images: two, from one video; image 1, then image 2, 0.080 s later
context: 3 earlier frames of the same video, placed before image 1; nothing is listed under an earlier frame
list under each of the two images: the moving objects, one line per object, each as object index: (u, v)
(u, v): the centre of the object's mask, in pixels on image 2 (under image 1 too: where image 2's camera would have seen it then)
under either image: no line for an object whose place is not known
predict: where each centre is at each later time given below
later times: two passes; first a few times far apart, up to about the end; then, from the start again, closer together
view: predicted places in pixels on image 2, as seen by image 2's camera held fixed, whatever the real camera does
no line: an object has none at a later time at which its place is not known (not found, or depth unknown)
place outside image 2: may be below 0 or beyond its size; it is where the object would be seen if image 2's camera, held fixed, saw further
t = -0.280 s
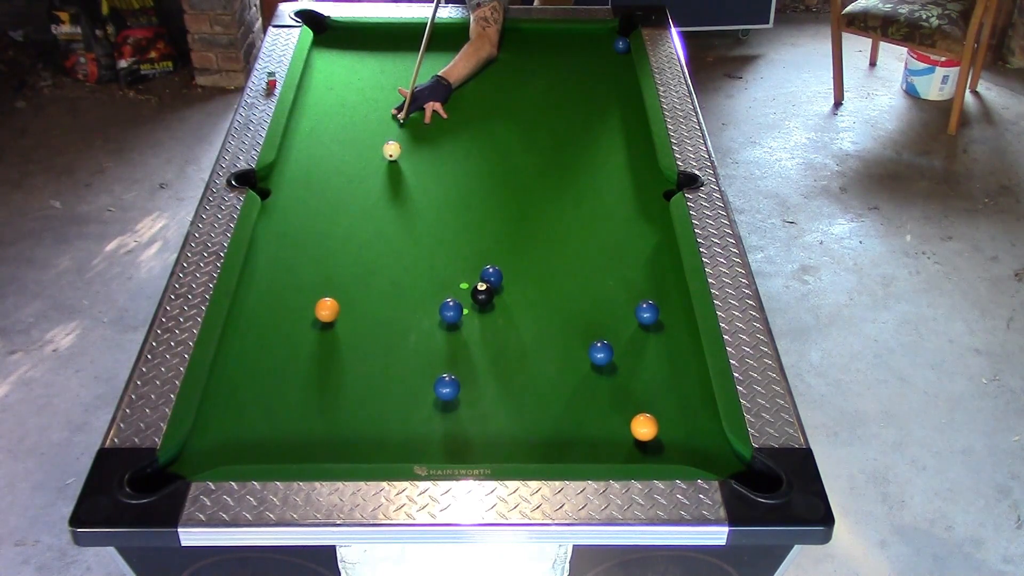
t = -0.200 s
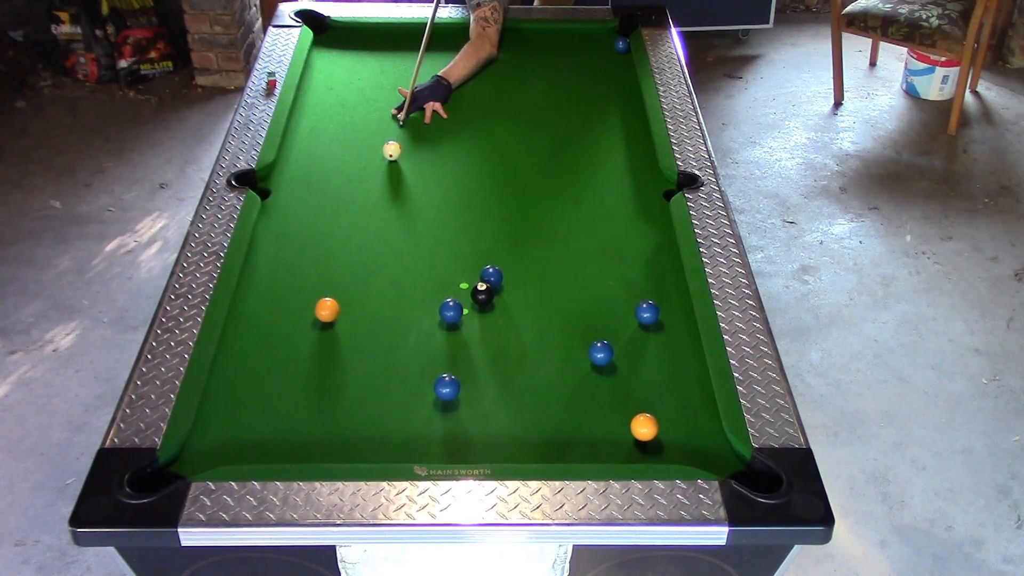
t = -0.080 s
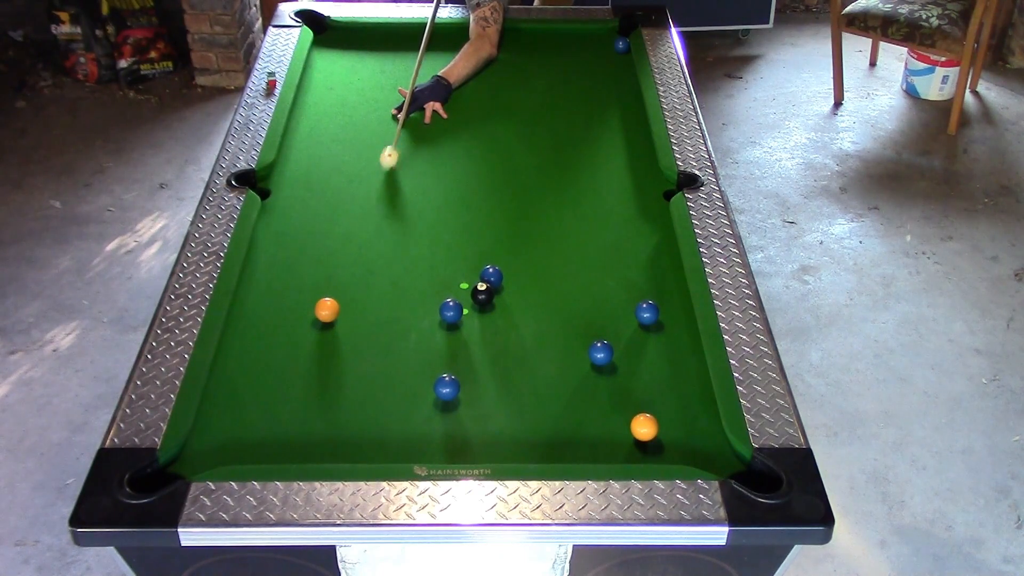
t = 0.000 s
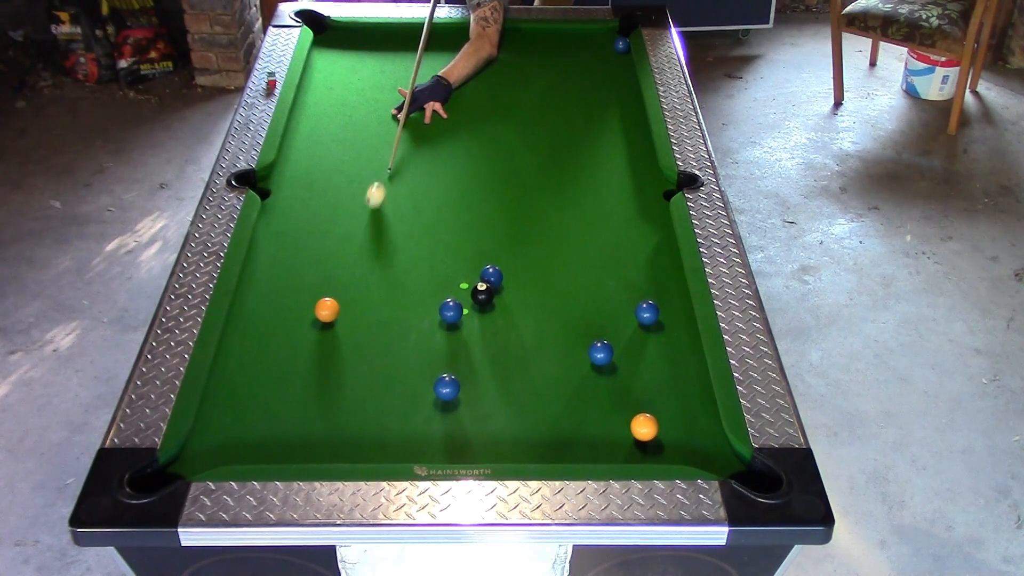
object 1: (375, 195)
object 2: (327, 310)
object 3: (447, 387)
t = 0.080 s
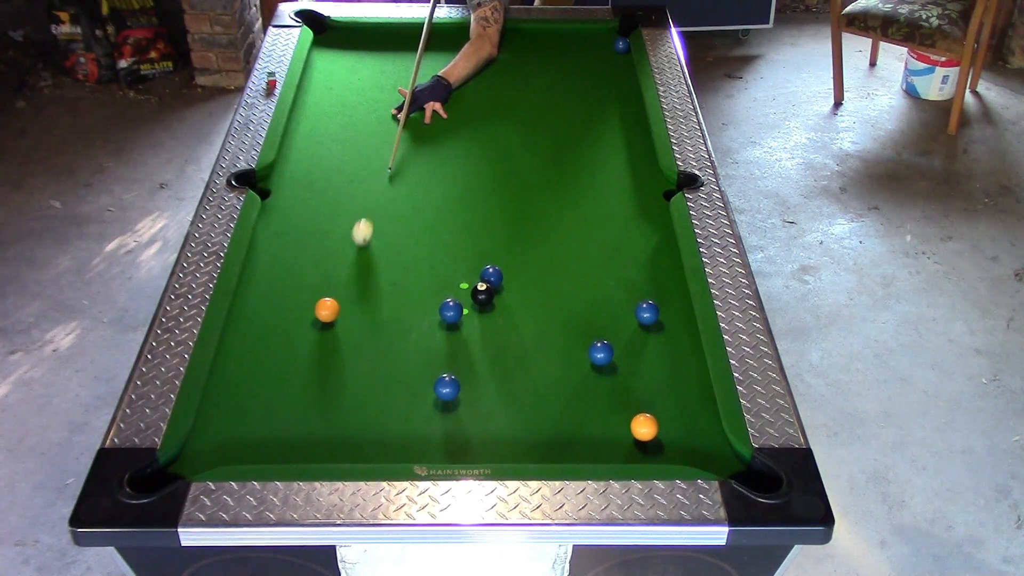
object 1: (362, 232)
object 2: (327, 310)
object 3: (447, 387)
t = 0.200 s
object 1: (344, 282)
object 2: (327, 310)
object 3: (447, 387)
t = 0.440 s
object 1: (359, 310)
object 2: (285, 362)
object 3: (447, 387)
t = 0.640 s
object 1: (377, 326)
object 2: (247, 408)
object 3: (447, 387)
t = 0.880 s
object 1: (396, 343)
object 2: (198, 465)
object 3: (447, 387)
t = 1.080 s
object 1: (412, 356)
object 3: (447, 387)
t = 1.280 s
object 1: (426, 368)
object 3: (447, 387)
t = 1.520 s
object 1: (434, 374)
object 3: (452, 392)
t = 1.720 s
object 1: (436, 375)
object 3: (457, 398)
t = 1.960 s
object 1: (435, 375)
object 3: (463, 403)
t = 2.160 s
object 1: (435, 375)
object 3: (466, 406)
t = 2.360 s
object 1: (435, 375)
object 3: (467, 408)
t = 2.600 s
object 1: (435, 375)
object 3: (468, 408)
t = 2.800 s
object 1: (435, 375)
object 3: (468, 408)
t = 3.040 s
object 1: (435, 375)
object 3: (468, 408)
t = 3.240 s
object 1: (435, 375)
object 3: (468, 408)
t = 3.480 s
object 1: (435, 375)
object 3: (468, 408)
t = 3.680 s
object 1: (435, 375)
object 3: (468, 408)
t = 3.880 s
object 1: (435, 375)
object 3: (468, 408)
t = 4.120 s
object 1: (435, 375)
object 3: (468, 408)
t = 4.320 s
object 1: (435, 375)
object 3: (468, 408)
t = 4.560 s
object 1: (435, 375)
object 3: (468, 408)
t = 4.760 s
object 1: (435, 375)
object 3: (468, 408)
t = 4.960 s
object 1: (435, 376)
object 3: (468, 408)
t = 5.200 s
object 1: (435, 375)
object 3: (468, 408)
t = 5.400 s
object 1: (435, 375)
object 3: (468, 408)
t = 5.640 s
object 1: (435, 376)
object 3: (468, 408)
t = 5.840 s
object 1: (435, 375)
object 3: (468, 408)
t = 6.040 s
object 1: (435, 375)
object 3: (468, 408)
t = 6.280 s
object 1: (435, 375)
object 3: (468, 408)
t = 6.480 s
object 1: (435, 375)
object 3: (468, 408)
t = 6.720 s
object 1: (435, 375)
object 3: (468, 408)
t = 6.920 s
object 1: (435, 376)
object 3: (468, 408)
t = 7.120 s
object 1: (435, 375)
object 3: (468, 408)
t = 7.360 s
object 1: (435, 375)
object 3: (468, 408)
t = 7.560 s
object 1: (435, 375)
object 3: (468, 408)
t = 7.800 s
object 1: (435, 375)
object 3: (468, 408)
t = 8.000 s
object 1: (435, 375)
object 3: (468, 408)
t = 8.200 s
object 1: (435, 375)
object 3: (468, 408)
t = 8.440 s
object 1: (435, 375)
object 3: (468, 408)
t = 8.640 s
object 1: (435, 375)
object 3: (468, 408)
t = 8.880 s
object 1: (435, 375)
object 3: (468, 408)
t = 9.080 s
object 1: (435, 375)
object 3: (468, 408)
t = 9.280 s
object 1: (435, 375)
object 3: (468, 408)
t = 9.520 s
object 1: (435, 375)
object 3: (468, 408)
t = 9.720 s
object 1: (435, 375)
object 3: (468, 408)
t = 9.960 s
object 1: (435, 375)
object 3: (468, 408)
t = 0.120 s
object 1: (356, 250)
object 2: (327, 310)
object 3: (447, 387)
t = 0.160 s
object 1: (350, 266)
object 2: (327, 310)
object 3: (447, 387)
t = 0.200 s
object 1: (344, 282)
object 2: (327, 310)
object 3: (447, 387)
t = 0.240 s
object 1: (341, 295)
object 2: (326, 311)
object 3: (447, 387)
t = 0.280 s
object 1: (345, 298)
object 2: (316, 323)
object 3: (447, 387)
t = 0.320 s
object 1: (349, 301)
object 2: (307, 334)
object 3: (447, 387)
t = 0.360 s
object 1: (352, 304)
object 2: (299, 343)
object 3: (447, 387)
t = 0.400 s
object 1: (356, 307)
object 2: (292, 353)
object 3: (447, 387)
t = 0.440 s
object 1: (359, 310)
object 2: (285, 362)
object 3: (447, 387)
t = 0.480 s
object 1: (363, 313)
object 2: (277, 370)
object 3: (447, 387)
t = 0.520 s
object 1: (366, 317)
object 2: (270, 380)
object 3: (447, 387)
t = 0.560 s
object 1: (370, 319)
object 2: (262, 389)
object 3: (447, 387)
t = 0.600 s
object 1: (373, 323)
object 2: (255, 399)
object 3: (447, 387)
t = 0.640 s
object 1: (377, 326)
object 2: (247, 408)
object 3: (447, 387)
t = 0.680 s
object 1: (380, 328)
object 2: (239, 418)
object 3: (447, 387)
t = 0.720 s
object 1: (383, 331)
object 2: (232, 428)
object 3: (447, 387)
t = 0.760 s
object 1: (386, 334)
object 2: (223, 438)
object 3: (447, 387)
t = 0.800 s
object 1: (390, 337)
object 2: (215, 447)
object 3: (447, 387)
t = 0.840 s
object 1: (393, 340)
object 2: (207, 456)
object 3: (447, 387)
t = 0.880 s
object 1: (396, 343)
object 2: (198, 465)
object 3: (447, 387)
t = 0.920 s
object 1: (399, 345)
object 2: (187, 467)
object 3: (447, 387)
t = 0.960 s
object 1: (403, 348)
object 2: (178, 469)
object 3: (447, 387)
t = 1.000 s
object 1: (405, 351)
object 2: (171, 473)
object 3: (447, 387)
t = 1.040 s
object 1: (409, 353)
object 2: (161, 484)
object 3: (447, 387)
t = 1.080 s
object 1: (412, 356)
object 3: (447, 387)
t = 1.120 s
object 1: (415, 359)
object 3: (447, 387)
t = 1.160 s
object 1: (418, 361)
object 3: (447, 387)
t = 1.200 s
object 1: (421, 364)
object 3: (447, 387)
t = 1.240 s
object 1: (423, 366)
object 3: (447, 387)
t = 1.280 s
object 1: (426, 368)
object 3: (447, 387)
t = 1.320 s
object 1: (429, 371)
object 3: (447, 387)
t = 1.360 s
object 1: (431, 372)
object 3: (447, 387)
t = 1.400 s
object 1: (432, 373)
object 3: (448, 389)
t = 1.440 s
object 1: (432, 373)
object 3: (450, 390)
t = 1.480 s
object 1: (433, 374)
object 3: (451, 391)
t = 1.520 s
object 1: (434, 374)
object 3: (452, 392)
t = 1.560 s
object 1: (434, 374)
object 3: (453, 393)
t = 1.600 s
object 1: (435, 374)
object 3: (454, 394)
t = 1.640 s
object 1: (435, 374)
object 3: (456, 396)
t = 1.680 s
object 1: (435, 374)
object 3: (457, 397)
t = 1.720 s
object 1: (436, 375)
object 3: (457, 398)
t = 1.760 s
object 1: (436, 375)
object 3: (458, 399)
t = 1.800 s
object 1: (436, 375)
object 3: (459, 400)
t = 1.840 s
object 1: (436, 375)
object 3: (460, 401)
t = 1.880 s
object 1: (436, 375)
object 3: (461, 402)
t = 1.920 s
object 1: (435, 375)
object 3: (462, 403)
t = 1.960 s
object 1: (435, 375)
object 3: (463, 403)
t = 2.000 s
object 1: (435, 375)
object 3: (463, 404)
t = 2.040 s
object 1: (435, 375)
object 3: (464, 405)
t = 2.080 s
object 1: (435, 375)
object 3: (465, 405)
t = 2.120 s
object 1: (435, 375)
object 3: (465, 406)
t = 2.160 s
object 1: (435, 375)
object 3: (466, 406)
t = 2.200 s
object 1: (435, 375)
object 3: (466, 407)
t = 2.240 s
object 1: (435, 375)
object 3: (466, 407)
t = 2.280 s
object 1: (435, 375)
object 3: (467, 407)
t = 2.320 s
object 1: (435, 375)
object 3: (467, 408)
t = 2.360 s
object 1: (435, 375)
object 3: (467, 408)
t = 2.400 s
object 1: (435, 375)
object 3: (468, 408)
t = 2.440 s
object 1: (435, 375)
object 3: (468, 408)
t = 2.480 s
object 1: (435, 375)
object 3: (468, 408)
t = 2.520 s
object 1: (435, 375)
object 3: (468, 408)
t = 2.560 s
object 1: (435, 375)
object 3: (468, 408)
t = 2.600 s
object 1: (435, 375)
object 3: (468, 408)
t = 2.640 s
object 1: (435, 375)
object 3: (468, 408)
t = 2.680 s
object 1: (435, 375)
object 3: (468, 408)
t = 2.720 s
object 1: (435, 375)
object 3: (468, 408)
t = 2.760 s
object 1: (435, 375)
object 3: (468, 408)
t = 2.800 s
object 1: (435, 375)
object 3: (468, 408)
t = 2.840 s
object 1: (435, 375)
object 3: (468, 408)
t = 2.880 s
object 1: (435, 375)
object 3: (468, 408)
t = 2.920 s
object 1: (435, 375)
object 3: (468, 408)
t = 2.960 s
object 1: (435, 375)
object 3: (468, 408)
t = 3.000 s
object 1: (435, 375)
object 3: (468, 408)
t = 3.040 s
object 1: (435, 375)
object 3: (468, 408)
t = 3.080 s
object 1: (435, 375)
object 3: (468, 408)
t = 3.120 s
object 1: (435, 375)
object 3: (468, 408)
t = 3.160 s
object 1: (435, 375)
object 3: (468, 408)
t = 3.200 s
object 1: (435, 375)
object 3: (468, 408)
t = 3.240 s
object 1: (435, 375)
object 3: (468, 408)
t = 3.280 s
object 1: (435, 375)
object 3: (468, 408)
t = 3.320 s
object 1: (435, 375)
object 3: (468, 408)
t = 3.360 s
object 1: (435, 375)
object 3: (468, 408)
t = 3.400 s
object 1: (435, 375)
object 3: (468, 408)
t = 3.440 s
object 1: (435, 375)
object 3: (468, 408)
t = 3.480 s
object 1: (435, 375)
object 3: (468, 408)
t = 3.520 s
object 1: (435, 375)
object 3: (468, 408)
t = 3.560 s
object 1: (435, 375)
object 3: (468, 408)
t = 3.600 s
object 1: (435, 375)
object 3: (468, 408)
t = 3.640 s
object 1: (435, 375)
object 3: (468, 408)
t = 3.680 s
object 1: (435, 375)
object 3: (468, 408)
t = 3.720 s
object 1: (435, 375)
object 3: (468, 408)
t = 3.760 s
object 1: (435, 375)
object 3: (468, 408)
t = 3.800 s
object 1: (435, 375)
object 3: (468, 408)
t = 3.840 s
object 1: (435, 376)
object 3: (468, 408)
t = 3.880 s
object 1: (435, 375)
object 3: (468, 408)
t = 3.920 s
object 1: (435, 375)
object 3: (468, 408)
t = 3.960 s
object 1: (435, 375)
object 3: (468, 408)
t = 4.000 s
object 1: (435, 375)
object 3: (468, 408)
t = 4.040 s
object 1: (435, 375)
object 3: (468, 408)
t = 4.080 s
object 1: (435, 375)
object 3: (468, 408)
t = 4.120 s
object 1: (435, 375)
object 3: (468, 408)
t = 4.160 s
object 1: (435, 375)
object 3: (468, 408)
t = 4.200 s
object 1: (435, 375)
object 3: (468, 408)
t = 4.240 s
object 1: (435, 375)
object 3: (468, 408)
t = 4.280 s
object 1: (435, 375)
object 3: (468, 408)
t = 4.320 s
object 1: (435, 375)
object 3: (468, 408)
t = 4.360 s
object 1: (435, 375)
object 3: (468, 408)
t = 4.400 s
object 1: (435, 375)
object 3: (468, 408)
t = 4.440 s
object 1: (435, 375)
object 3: (468, 408)
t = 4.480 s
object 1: (435, 375)
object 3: (468, 408)
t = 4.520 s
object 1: (435, 375)
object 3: (468, 408)
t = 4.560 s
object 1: (435, 375)
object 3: (468, 408)
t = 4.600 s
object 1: (435, 375)
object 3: (468, 408)
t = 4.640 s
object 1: (435, 375)
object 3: (468, 408)
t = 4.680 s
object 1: (435, 375)
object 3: (468, 408)
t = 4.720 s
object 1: (435, 375)
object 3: (468, 408)
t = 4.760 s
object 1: (435, 375)
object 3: (468, 408)
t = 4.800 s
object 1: (435, 375)
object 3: (468, 408)
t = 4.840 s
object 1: (435, 376)
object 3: (468, 408)
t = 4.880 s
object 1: (435, 376)
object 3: (468, 408)
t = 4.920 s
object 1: (435, 376)
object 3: (468, 408)
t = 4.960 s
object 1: (435, 376)
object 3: (468, 408)
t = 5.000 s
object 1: (435, 375)
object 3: (468, 408)
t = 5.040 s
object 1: (435, 376)
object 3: (468, 408)
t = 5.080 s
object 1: (435, 375)
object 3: (468, 408)
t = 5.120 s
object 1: (435, 375)
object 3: (468, 408)
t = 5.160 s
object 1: (435, 376)
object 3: (468, 408)
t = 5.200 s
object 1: (435, 375)
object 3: (468, 408)
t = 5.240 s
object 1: (435, 376)
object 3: (468, 408)
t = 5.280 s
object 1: (435, 376)
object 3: (468, 408)
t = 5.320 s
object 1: (435, 376)
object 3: (468, 408)
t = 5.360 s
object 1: (435, 375)
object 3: (468, 408)
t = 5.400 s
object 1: (435, 375)
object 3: (468, 408)
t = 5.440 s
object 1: (435, 376)
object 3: (468, 408)
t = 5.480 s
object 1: (435, 376)
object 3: (468, 408)
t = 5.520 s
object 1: (435, 375)
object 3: (468, 408)
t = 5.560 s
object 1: (435, 376)
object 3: (468, 408)
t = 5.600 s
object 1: (435, 375)
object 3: (468, 408)
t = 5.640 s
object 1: (435, 376)
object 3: (468, 408)
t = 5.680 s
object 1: (435, 376)
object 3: (468, 408)
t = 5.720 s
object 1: (435, 376)
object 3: (468, 408)
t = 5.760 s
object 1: (435, 376)
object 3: (468, 408)
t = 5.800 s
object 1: (435, 376)
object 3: (468, 408)
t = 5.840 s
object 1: (435, 375)
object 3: (468, 408)
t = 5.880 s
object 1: (435, 376)
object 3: (468, 408)
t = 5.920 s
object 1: (435, 376)
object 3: (468, 408)
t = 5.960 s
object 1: (435, 376)
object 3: (468, 408)
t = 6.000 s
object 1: (435, 375)
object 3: (468, 408)
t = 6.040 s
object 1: (435, 375)
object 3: (468, 408)
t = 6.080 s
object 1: (435, 375)
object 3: (468, 408)
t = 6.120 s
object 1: (435, 375)
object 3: (468, 408)
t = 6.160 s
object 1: (435, 375)
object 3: (468, 408)
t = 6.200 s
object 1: (435, 375)
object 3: (468, 408)
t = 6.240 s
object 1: (435, 375)
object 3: (468, 408)
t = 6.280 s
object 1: (435, 375)
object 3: (468, 408)
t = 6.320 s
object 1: (435, 375)
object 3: (468, 408)
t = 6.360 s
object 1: (435, 375)
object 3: (468, 408)
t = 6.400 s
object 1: (435, 375)
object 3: (468, 408)
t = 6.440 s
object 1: (435, 375)
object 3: (468, 408)
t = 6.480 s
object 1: (435, 375)
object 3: (468, 408)
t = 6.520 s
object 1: (435, 375)
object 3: (468, 408)
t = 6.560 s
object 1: (435, 375)
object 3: (468, 408)
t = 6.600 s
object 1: (435, 375)
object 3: (468, 408)
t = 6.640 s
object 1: (435, 375)
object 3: (468, 408)
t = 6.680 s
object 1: (435, 375)
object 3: (468, 408)
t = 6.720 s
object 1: (435, 375)
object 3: (468, 408)
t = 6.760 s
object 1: (435, 375)
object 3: (468, 408)
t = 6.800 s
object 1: (435, 375)
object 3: (468, 408)
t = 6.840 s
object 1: (435, 375)
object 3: (468, 408)
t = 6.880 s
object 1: (435, 375)
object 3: (468, 408)
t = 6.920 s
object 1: (435, 376)
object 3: (468, 408)
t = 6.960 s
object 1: (435, 375)
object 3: (468, 408)
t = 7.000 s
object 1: (435, 375)
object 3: (468, 408)
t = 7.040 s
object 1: (435, 375)
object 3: (468, 408)
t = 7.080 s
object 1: (435, 375)
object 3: (468, 408)
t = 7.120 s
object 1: (435, 375)
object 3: (468, 408)
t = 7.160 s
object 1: (435, 375)
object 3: (468, 408)
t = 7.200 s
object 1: (435, 375)
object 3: (468, 408)
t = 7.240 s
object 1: (435, 375)
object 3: (468, 408)
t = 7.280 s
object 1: (435, 375)
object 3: (468, 408)
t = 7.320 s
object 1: (435, 375)
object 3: (468, 408)
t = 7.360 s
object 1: (435, 375)
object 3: (468, 408)
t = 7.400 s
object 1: (435, 375)
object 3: (468, 408)
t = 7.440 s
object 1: (435, 375)
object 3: (468, 408)
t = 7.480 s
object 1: (435, 375)
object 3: (468, 408)
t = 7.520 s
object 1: (435, 375)
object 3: (468, 408)
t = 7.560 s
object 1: (435, 375)
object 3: (468, 408)
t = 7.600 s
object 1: (435, 375)
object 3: (468, 408)
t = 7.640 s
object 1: (435, 375)
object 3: (468, 408)
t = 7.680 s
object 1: (435, 375)
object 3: (468, 408)
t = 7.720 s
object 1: (435, 375)
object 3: (468, 408)
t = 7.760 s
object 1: (435, 375)
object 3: (468, 408)
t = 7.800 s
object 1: (435, 375)
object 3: (468, 408)
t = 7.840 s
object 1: (435, 375)
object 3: (468, 408)
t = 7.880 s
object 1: (435, 375)
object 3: (468, 408)
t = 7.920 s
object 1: (435, 375)
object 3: (468, 408)
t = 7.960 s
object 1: (435, 375)
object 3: (468, 408)
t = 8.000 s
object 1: (435, 375)
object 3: (468, 408)
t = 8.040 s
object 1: (435, 375)
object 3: (468, 408)
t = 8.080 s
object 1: (435, 375)
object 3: (468, 408)
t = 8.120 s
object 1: (435, 375)
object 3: (468, 408)
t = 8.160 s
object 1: (435, 375)
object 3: (468, 408)
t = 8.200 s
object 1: (435, 375)
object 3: (468, 408)
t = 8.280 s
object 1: (435, 375)
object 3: (468, 408)
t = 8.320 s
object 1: (435, 375)
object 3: (468, 408)
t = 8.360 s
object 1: (435, 375)
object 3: (468, 408)
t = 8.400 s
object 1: (435, 375)
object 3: (468, 408)
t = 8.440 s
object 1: (435, 375)
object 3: (468, 408)
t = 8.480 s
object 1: (435, 375)
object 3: (468, 408)
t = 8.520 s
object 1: (435, 375)
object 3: (468, 408)
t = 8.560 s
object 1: (435, 375)
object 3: (468, 408)
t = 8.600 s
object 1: (435, 375)
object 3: (468, 408)
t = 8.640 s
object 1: (435, 375)
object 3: (468, 408)
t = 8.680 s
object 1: (435, 375)
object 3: (468, 408)
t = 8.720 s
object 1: (435, 375)
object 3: (468, 408)
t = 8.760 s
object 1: (435, 375)
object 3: (468, 408)
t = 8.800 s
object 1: (435, 375)
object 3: (468, 408)
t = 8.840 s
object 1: (435, 375)
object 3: (468, 408)
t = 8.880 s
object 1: (435, 375)
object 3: (468, 408)
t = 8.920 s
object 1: (435, 375)
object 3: (468, 408)
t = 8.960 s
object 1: (435, 375)
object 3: (468, 408)
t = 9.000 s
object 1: (435, 375)
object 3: (468, 408)
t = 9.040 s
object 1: (435, 375)
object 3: (468, 408)
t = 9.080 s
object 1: (435, 375)
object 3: (468, 408)
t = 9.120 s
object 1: (435, 375)
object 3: (468, 408)
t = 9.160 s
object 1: (435, 375)
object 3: (468, 408)
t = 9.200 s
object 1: (435, 375)
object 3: (468, 408)
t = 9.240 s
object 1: (435, 375)
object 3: (468, 408)
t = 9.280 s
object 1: (435, 375)
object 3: (468, 408)
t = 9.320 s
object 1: (435, 375)
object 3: (468, 408)
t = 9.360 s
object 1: (435, 375)
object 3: (468, 408)
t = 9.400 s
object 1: (435, 375)
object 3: (468, 408)
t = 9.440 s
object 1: (435, 375)
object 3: (468, 408)
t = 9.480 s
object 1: (435, 375)
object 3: (468, 408)
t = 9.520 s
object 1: (435, 375)
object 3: (468, 408)
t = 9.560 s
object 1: (435, 375)
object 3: (468, 408)
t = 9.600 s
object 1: (435, 375)
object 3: (468, 408)
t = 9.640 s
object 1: (435, 375)
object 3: (468, 408)
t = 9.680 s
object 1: (435, 375)
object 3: (468, 408)
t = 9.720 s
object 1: (435, 375)
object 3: (468, 408)
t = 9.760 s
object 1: (435, 375)
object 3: (467, 408)
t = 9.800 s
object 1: (435, 375)
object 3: (468, 408)
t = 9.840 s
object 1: (435, 375)
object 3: (468, 408)
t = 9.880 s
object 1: (435, 375)
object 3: (467, 408)
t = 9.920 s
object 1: (435, 375)
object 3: (467, 408)
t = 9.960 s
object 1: (435, 375)
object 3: (468, 408)
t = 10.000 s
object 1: (435, 375)
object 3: (468, 408)
